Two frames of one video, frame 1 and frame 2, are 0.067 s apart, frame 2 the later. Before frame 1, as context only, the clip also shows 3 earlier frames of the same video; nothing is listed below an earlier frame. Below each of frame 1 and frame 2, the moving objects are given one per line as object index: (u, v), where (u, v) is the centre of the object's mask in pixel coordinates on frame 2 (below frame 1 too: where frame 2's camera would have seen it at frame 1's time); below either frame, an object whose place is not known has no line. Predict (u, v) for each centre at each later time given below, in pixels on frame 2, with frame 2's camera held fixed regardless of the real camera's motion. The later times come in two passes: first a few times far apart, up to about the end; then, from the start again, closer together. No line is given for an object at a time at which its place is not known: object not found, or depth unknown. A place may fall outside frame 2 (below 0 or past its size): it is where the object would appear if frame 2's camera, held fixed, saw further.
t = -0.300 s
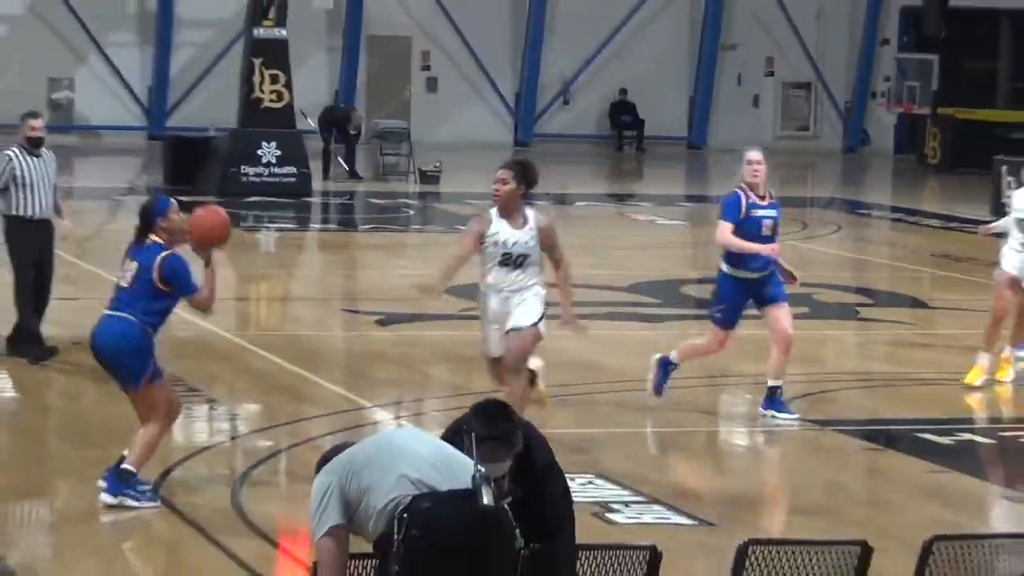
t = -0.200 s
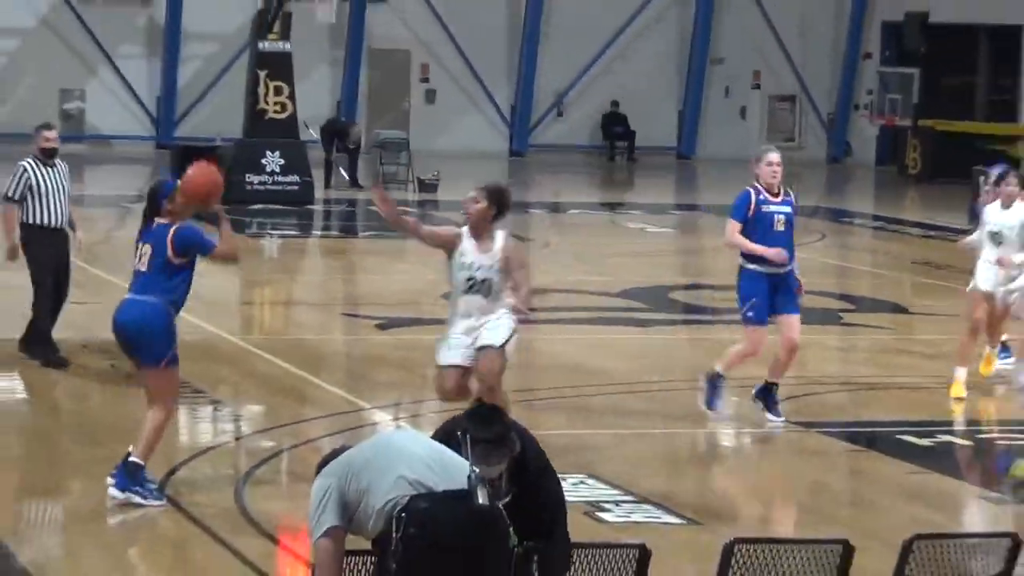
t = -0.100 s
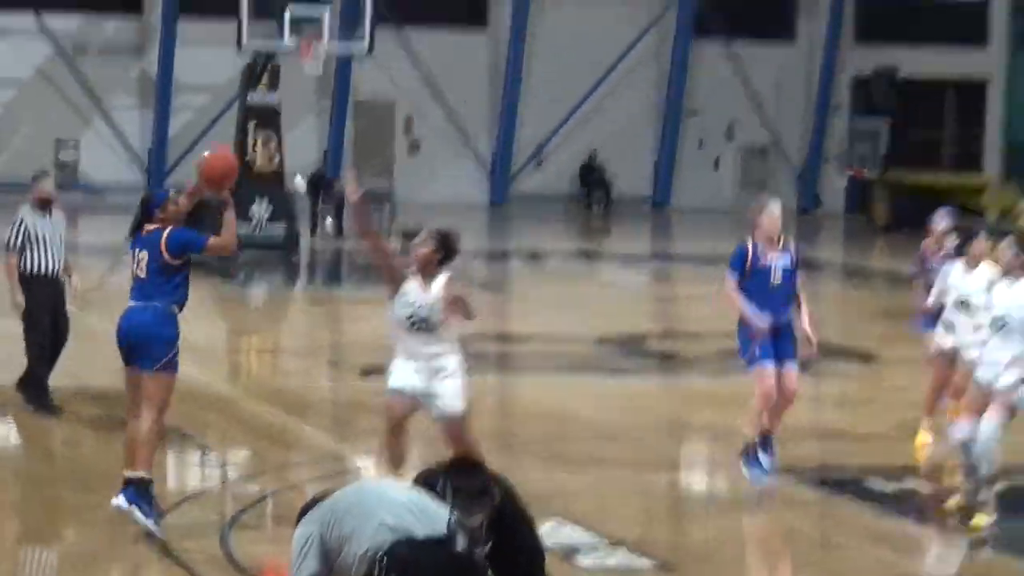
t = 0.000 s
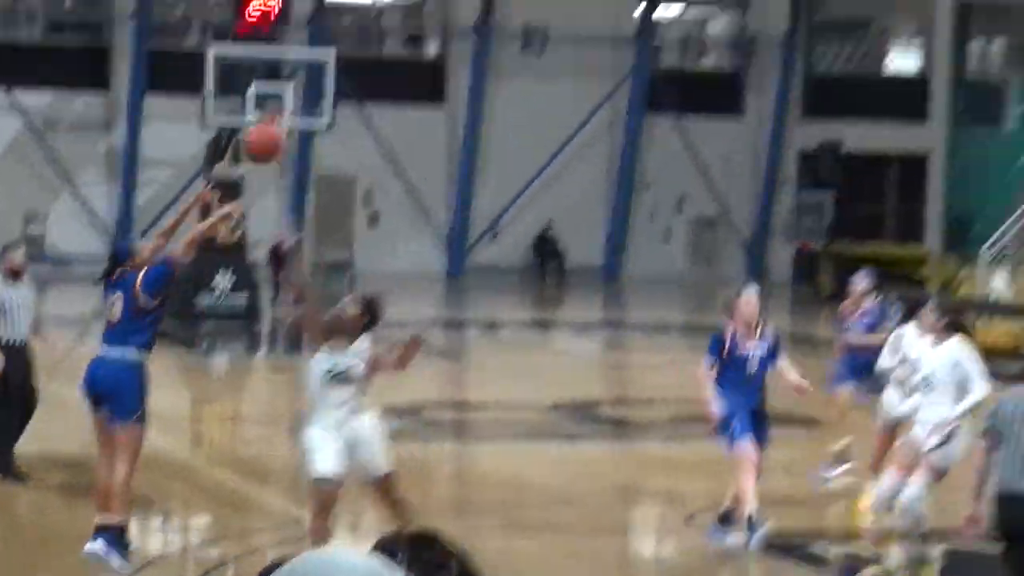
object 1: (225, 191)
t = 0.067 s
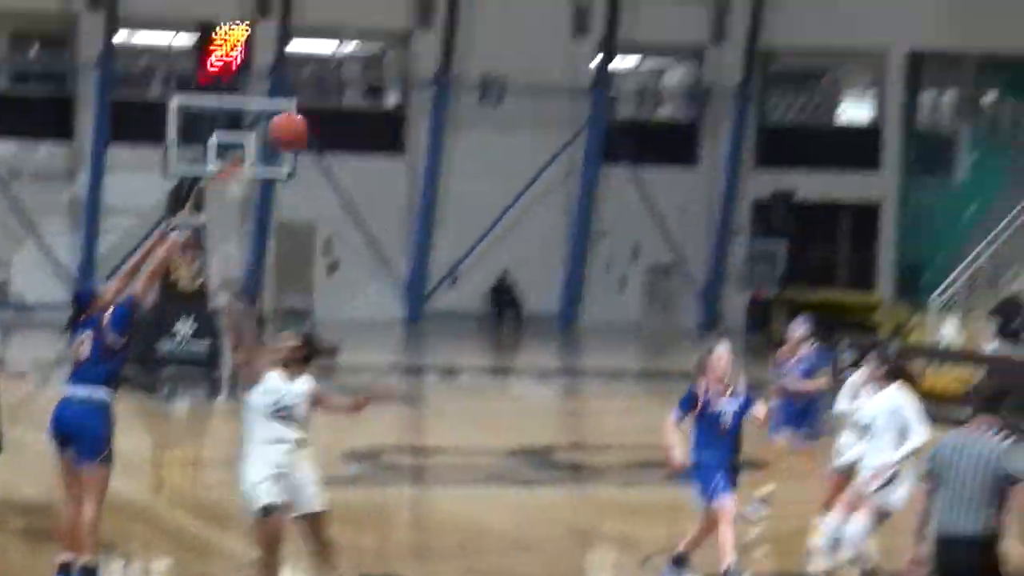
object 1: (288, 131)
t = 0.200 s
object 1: (414, 35)
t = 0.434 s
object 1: (623, -67)
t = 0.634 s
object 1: (796, -82)
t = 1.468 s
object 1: (911, 244)
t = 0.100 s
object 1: (319, 106)
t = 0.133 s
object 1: (352, 80)
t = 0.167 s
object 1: (385, 58)
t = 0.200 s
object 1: (414, 35)
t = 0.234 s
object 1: (443, 16)
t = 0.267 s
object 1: (474, -2)
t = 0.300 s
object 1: (504, -18)
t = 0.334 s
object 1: (534, -34)
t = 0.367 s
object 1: (564, -46)
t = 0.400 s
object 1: (594, -57)
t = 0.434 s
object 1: (623, -67)
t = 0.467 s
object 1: (652, -75)
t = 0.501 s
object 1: (681, -80)
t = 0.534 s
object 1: (710, -83)
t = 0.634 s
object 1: (796, -82)
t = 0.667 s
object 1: (824, -78)
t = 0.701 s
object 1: (852, -72)
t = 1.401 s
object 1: (956, 210)
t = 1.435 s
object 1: (933, 227)
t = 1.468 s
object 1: (911, 244)
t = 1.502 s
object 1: (888, 263)
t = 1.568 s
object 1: (844, 304)
